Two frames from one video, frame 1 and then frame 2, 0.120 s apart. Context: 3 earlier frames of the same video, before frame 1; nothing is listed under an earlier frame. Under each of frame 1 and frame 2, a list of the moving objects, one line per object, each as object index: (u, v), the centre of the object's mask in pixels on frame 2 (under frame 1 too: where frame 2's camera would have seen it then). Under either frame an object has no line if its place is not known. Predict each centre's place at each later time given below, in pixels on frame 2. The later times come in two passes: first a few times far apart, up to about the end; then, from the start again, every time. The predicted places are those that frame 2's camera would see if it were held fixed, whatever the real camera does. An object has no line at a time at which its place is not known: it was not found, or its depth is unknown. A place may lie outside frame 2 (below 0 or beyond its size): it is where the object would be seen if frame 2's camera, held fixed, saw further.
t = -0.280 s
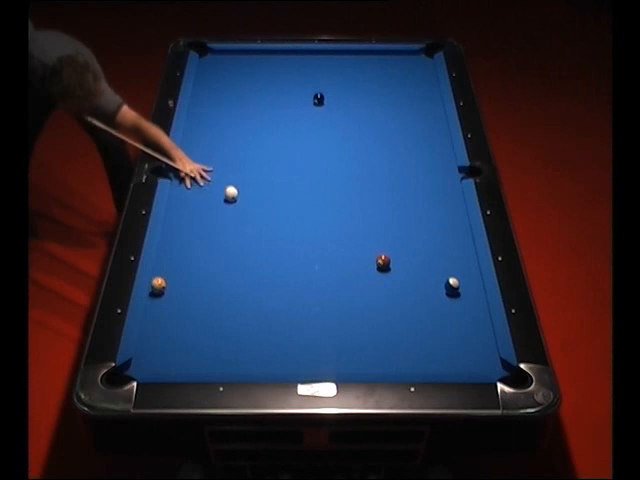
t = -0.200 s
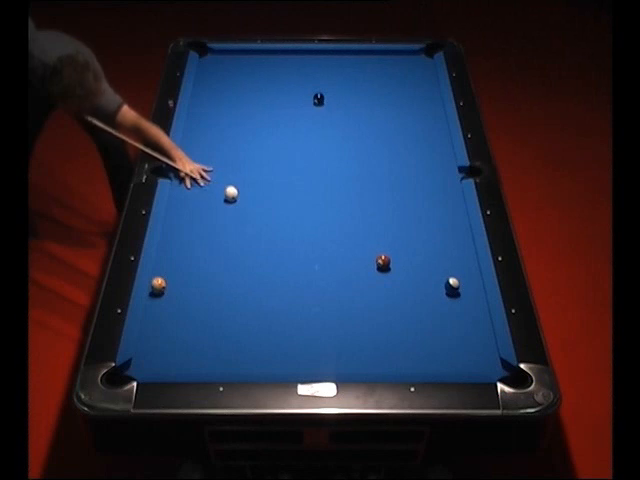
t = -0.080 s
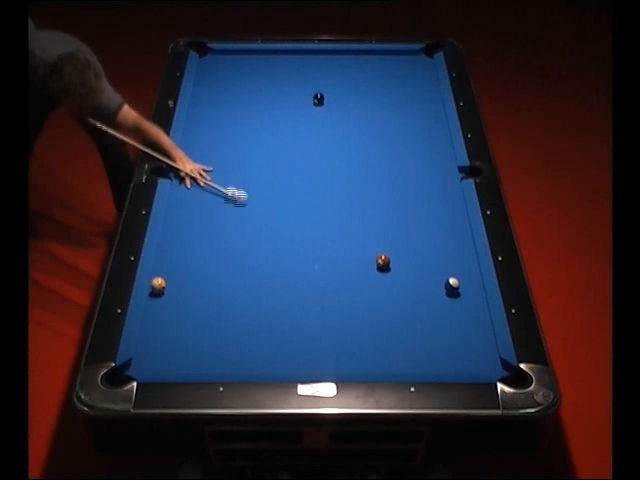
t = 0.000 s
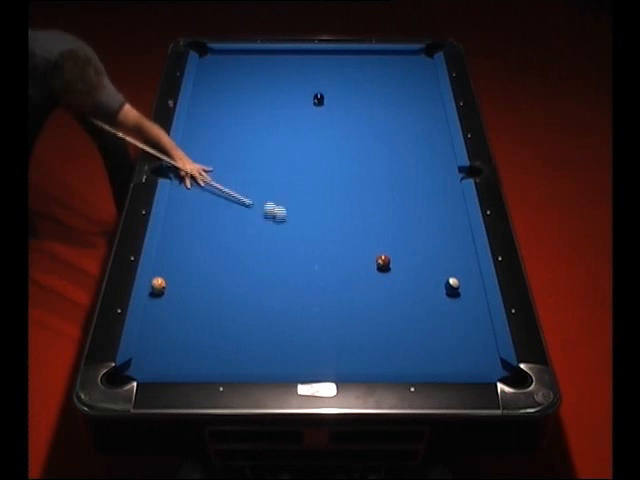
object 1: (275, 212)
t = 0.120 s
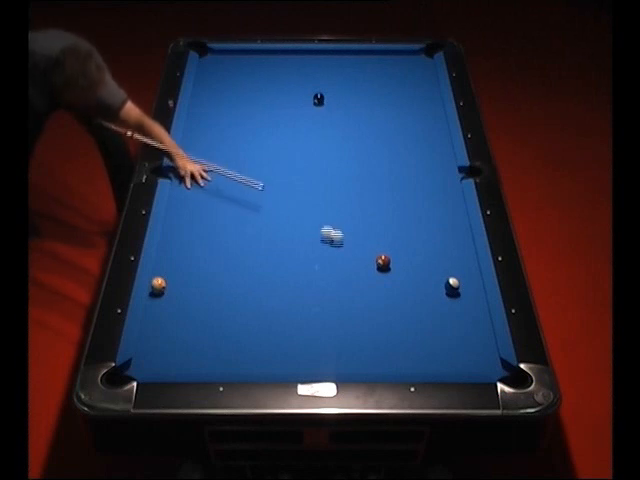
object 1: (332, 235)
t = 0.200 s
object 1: (368, 250)
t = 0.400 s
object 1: (403, 245)
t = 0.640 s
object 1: (435, 236)
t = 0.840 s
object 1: (460, 230)
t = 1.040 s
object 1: (451, 222)
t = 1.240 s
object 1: (437, 213)
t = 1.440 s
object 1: (423, 206)
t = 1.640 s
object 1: (410, 199)
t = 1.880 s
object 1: (396, 190)
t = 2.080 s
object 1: (385, 184)
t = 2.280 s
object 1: (375, 178)
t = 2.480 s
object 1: (366, 173)
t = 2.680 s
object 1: (357, 168)
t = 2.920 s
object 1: (347, 163)
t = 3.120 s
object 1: (339, 159)
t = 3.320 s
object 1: (332, 155)
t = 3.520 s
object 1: (326, 152)
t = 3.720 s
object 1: (320, 149)
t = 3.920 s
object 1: (314, 146)
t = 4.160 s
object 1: (308, 143)
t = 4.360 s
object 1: (303, 140)
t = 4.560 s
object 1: (299, 139)
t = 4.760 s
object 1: (296, 137)
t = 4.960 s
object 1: (292, 136)
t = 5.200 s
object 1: (289, 134)
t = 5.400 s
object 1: (287, 134)
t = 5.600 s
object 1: (285, 133)
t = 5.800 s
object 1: (284, 132)
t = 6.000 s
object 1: (283, 132)
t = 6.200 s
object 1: (283, 132)
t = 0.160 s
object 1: (350, 242)
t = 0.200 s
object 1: (368, 250)
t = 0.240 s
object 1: (379, 250)
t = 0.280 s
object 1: (386, 250)
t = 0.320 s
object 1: (392, 249)
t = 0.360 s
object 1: (398, 247)
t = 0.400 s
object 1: (403, 245)
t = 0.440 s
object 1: (409, 244)
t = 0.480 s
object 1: (414, 243)
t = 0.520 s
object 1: (419, 241)
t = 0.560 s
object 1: (424, 240)
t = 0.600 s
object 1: (430, 238)
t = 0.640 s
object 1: (435, 236)
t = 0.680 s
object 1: (440, 235)
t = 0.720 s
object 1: (445, 234)
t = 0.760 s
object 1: (450, 232)
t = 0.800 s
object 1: (455, 232)
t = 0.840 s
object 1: (460, 230)
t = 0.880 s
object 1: (463, 229)
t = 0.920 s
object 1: (460, 227)
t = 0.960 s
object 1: (457, 225)
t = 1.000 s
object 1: (454, 224)
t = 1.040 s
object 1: (451, 222)
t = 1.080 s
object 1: (448, 220)
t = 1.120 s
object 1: (445, 218)
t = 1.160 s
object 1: (442, 217)
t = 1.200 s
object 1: (440, 215)
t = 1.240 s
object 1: (437, 213)
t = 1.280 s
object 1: (434, 212)
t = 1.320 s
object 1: (431, 210)
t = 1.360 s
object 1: (429, 209)
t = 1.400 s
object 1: (426, 207)
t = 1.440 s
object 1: (423, 206)
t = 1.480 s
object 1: (421, 204)
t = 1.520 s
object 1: (418, 203)
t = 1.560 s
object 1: (416, 201)
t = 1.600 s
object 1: (413, 200)
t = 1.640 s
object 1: (410, 199)
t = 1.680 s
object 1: (408, 197)
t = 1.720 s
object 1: (406, 196)
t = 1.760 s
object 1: (404, 194)
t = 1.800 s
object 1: (401, 193)
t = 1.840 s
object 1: (399, 192)
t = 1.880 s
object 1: (396, 190)
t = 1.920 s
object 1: (394, 189)
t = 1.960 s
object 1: (392, 188)
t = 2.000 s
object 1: (390, 187)
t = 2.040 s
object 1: (388, 185)
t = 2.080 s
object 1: (385, 184)
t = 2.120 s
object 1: (383, 183)
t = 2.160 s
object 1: (381, 182)
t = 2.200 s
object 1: (379, 181)
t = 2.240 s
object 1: (377, 180)
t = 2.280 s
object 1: (375, 178)
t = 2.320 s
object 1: (373, 177)
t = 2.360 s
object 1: (371, 176)
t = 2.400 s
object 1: (369, 175)
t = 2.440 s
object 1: (368, 174)
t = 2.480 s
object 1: (366, 173)
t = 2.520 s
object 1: (364, 172)
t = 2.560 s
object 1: (362, 171)
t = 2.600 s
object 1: (360, 170)
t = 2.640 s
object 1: (358, 169)
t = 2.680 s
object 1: (357, 168)
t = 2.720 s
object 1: (355, 167)
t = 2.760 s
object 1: (353, 166)
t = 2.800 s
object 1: (352, 165)
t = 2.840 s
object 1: (350, 165)
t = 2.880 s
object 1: (349, 164)
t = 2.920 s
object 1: (347, 163)
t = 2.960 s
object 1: (345, 162)
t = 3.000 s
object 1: (344, 161)
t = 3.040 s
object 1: (342, 160)
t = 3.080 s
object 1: (341, 160)
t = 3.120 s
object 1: (339, 159)
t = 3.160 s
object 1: (338, 158)
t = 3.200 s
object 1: (337, 157)
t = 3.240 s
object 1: (335, 156)
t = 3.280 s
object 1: (334, 156)
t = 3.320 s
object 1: (332, 155)
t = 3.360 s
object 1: (331, 154)
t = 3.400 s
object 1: (330, 154)
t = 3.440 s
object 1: (328, 153)
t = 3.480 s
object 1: (327, 152)
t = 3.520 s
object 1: (326, 152)
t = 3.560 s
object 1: (325, 151)
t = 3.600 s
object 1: (323, 150)
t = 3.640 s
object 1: (322, 150)
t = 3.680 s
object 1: (321, 149)
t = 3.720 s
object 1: (320, 149)
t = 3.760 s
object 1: (319, 148)
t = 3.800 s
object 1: (318, 147)
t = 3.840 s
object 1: (316, 146)
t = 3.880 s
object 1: (315, 146)
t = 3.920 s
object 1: (314, 146)
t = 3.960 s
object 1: (313, 145)
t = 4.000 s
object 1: (312, 144)
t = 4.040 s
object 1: (311, 144)
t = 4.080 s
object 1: (310, 143)
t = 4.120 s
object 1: (309, 143)
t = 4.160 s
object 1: (308, 143)
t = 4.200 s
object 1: (307, 142)
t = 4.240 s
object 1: (306, 142)
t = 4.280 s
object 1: (305, 141)
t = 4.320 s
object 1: (304, 141)
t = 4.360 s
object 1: (303, 140)
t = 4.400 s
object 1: (303, 140)
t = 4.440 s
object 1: (302, 140)
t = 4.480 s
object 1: (301, 139)
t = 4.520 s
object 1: (300, 139)
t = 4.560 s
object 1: (299, 139)
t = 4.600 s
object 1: (299, 138)
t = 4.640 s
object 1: (298, 138)
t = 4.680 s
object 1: (297, 137)
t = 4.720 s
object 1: (297, 137)
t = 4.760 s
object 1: (296, 137)
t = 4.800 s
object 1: (295, 137)
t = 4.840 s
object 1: (294, 136)
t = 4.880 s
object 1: (294, 136)
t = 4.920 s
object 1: (293, 136)
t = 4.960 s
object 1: (292, 136)
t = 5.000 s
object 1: (292, 135)
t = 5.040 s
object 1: (291, 135)
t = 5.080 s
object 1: (291, 135)
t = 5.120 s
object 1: (290, 135)
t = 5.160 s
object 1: (289, 135)
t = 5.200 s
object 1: (289, 134)
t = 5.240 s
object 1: (288, 134)
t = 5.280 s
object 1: (288, 134)
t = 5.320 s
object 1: (287, 134)
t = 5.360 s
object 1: (287, 134)
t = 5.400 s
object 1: (287, 134)
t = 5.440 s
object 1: (286, 133)
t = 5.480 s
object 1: (286, 133)
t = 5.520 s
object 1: (286, 133)
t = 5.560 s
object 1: (285, 133)
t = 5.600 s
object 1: (285, 133)
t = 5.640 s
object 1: (285, 133)
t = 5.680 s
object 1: (285, 133)
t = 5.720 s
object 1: (284, 133)
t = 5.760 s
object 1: (284, 132)
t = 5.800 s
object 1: (284, 132)
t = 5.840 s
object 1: (284, 132)
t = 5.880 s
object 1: (283, 132)
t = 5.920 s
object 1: (283, 132)
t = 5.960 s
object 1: (283, 132)
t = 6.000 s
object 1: (283, 132)
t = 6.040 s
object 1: (283, 132)
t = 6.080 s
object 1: (283, 132)
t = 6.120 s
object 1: (283, 132)
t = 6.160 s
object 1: (283, 132)
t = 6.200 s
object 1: (283, 132)
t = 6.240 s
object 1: (283, 132)
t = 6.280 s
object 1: (283, 132)
